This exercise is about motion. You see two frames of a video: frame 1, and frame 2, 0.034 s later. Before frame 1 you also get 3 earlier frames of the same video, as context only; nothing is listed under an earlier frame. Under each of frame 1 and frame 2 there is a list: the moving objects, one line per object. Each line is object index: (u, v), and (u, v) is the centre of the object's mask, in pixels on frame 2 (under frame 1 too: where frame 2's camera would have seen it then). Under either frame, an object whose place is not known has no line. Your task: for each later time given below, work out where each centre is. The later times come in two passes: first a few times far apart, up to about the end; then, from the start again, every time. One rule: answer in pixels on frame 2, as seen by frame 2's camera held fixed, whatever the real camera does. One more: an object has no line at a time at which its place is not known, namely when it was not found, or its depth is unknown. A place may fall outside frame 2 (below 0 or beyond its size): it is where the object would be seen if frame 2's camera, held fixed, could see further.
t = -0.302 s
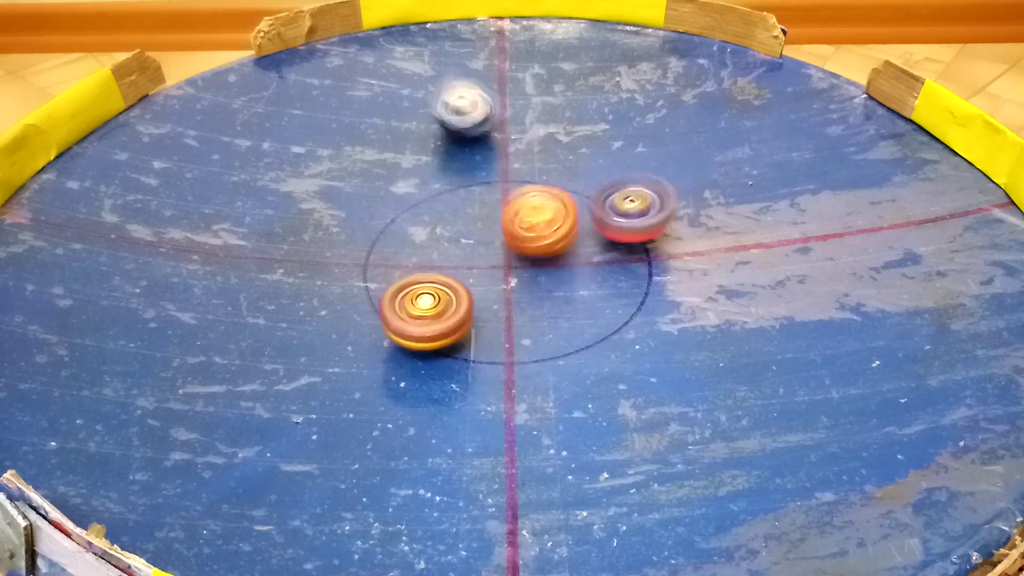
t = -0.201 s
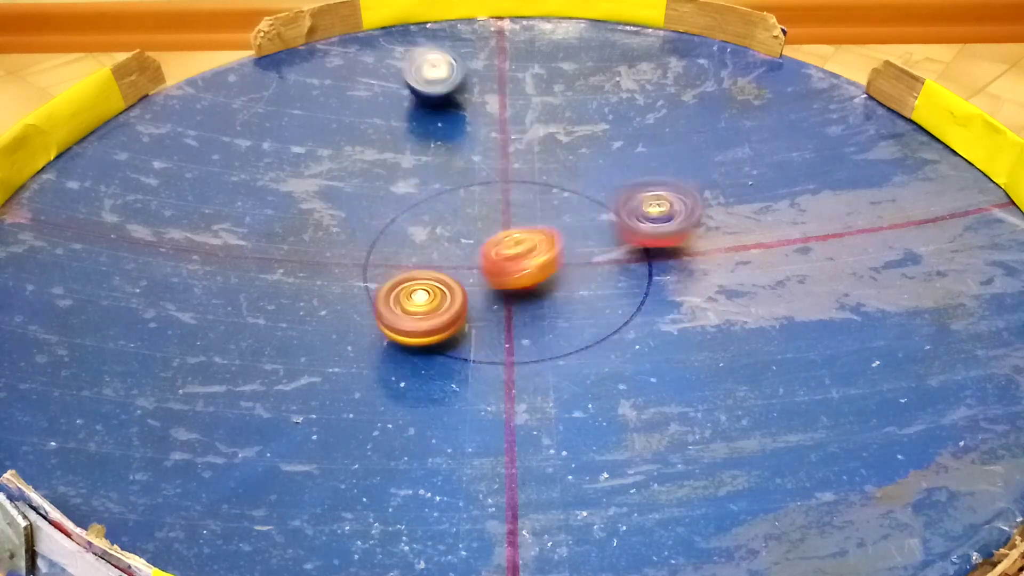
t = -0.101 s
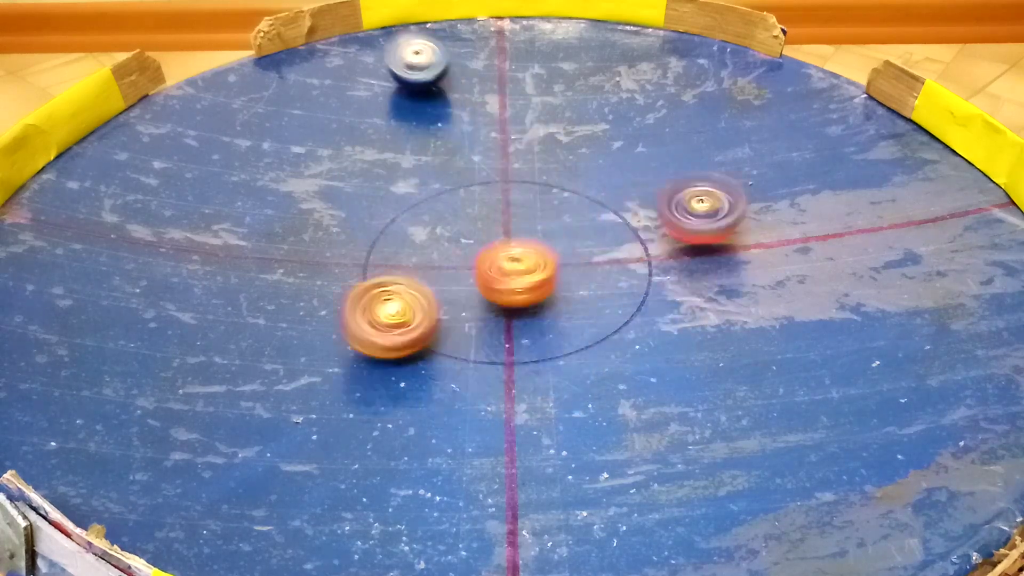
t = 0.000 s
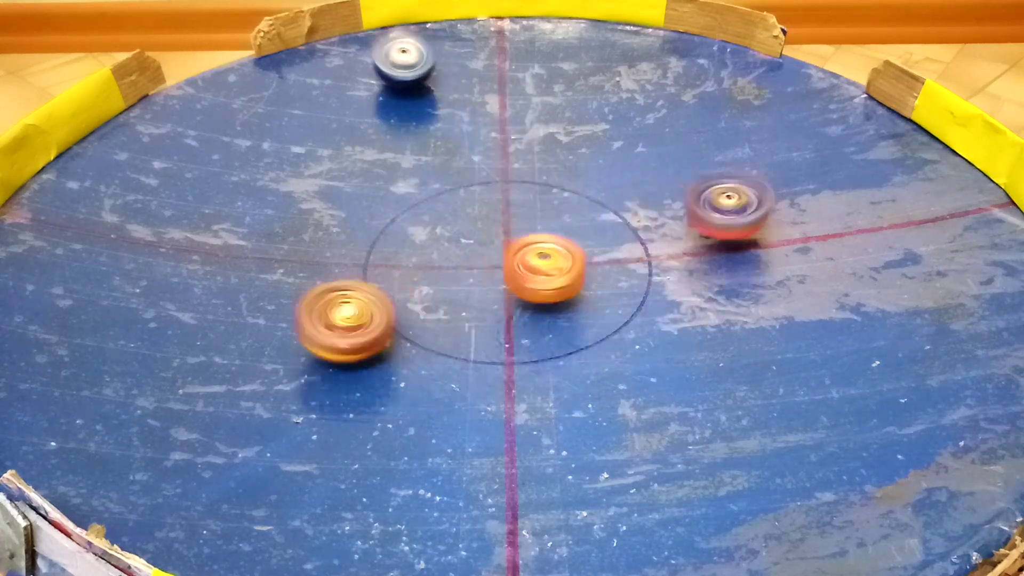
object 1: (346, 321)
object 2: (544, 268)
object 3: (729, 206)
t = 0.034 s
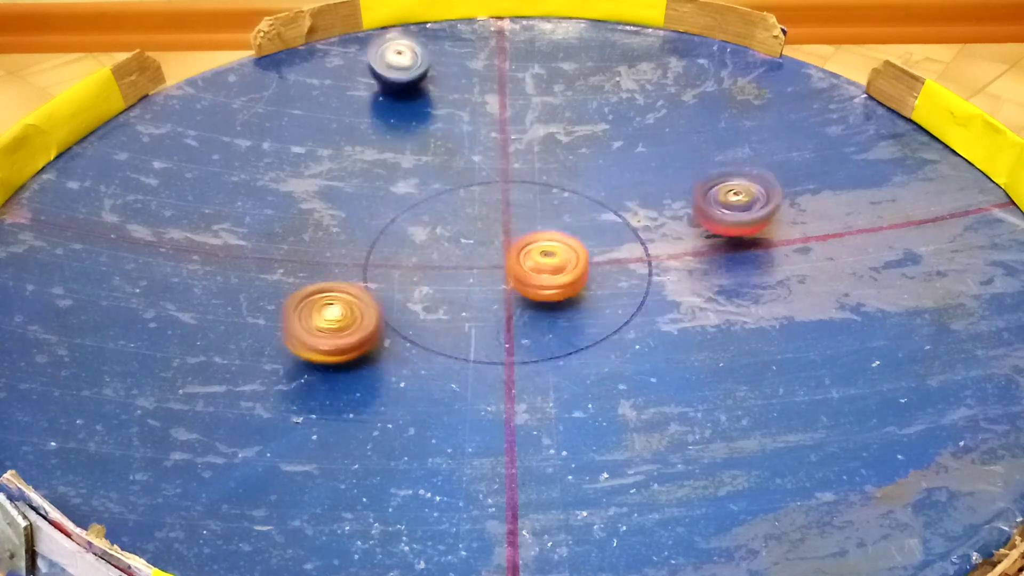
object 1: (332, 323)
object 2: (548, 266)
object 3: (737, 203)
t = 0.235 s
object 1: (277, 325)
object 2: (558, 245)
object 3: (723, 196)
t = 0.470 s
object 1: (284, 313)
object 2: (540, 221)
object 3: (663, 215)
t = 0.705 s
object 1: (338, 287)
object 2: (529, 201)
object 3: (591, 252)
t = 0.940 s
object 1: (243, 318)
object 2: (564, 155)
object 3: (591, 312)
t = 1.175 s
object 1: (230, 338)
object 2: (585, 137)
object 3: (589, 330)
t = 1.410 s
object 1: (305, 333)
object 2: (586, 154)
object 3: (550, 307)
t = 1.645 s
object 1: (384, 304)
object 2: (582, 197)
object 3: (483, 277)
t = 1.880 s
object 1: (346, 279)
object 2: (673, 204)
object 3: (418, 241)
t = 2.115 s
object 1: (281, 277)
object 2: (749, 205)
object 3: (412, 199)
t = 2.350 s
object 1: (262, 299)
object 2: (736, 224)
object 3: (453, 161)
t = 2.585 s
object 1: (318, 306)
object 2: (677, 228)
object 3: (506, 147)
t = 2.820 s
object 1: (379, 289)
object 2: (637, 202)
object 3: (564, 155)
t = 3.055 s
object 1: (403, 254)
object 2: (645, 194)
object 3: (575, 154)
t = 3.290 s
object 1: (388, 221)
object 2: (634, 190)
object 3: (556, 169)
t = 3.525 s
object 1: (357, 211)
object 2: (650, 207)
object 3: (484, 172)
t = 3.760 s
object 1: (357, 218)
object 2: (623, 199)
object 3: (437, 158)
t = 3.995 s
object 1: (395, 233)
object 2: (611, 184)
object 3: (405, 165)
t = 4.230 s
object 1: (445, 235)
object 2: (607, 172)
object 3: (394, 191)
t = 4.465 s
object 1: (481, 219)
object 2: (581, 182)
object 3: (386, 222)
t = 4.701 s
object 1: (487, 200)
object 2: (559, 182)
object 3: (411, 253)
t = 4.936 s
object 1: (468, 201)
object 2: (560, 177)
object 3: (447, 279)
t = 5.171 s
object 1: (467, 213)
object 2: (563, 191)
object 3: (470, 267)
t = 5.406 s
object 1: (479, 212)
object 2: (558, 201)
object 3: (481, 277)
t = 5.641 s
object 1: (467, 218)
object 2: (575, 214)
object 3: (475, 293)
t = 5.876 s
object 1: (462, 220)
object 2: (581, 206)
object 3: (480, 283)
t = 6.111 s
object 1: (475, 218)
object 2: (579, 190)
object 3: (492, 276)
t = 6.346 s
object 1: (471, 217)
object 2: (576, 192)
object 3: (488, 265)
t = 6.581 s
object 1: (477, 210)
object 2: (569, 193)
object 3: (456, 268)
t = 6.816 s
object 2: (569, 194)
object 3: (439, 276)
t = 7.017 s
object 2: (569, 194)
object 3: (443, 274)
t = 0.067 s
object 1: (321, 323)
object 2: (550, 264)
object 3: (740, 199)
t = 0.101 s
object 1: (307, 325)
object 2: (554, 260)
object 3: (740, 198)
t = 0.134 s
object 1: (295, 325)
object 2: (556, 256)
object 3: (739, 197)
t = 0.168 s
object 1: (288, 326)
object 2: (557, 253)
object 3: (735, 197)
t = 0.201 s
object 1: (281, 326)
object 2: (558, 249)
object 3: (730, 197)
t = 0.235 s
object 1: (277, 325)
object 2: (558, 245)
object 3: (723, 196)
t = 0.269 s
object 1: (276, 324)
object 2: (557, 242)
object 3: (715, 197)
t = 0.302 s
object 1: (274, 323)
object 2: (555, 238)
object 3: (708, 198)
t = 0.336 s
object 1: (274, 321)
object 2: (553, 234)
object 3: (699, 202)
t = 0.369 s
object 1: (277, 319)
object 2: (550, 231)
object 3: (691, 204)
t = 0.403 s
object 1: (278, 317)
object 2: (547, 227)
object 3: (681, 207)
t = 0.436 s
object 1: (280, 316)
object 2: (542, 223)
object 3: (672, 210)
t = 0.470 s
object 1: (284, 313)
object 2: (540, 221)
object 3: (663, 215)
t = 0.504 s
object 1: (287, 311)
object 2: (539, 218)
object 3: (654, 217)
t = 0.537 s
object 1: (293, 308)
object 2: (537, 217)
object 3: (644, 220)
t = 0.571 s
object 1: (299, 304)
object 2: (533, 216)
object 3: (632, 224)
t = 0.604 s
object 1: (307, 301)
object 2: (529, 214)
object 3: (618, 230)
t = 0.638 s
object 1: (318, 296)
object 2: (524, 214)
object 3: (604, 236)
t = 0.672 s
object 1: (328, 292)
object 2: (519, 212)
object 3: (594, 243)
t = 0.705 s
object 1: (338, 287)
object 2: (529, 201)
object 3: (591, 252)
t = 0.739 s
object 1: (326, 290)
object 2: (536, 190)
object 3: (590, 258)
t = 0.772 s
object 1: (302, 300)
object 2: (543, 182)
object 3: (587, 269)
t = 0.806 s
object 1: (284, 307)
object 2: (548, 176)
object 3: (585, 279)
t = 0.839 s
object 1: (273, 309)
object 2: (551, 170)
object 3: (585, 287)
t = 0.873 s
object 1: (262, 312)
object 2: (555, 165)
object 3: (587, 295)
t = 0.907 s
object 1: (251, 314)
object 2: (559, 159)
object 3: (589, 302)
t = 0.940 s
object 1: (243, 318)
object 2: (564, 155)
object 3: (591, 312)
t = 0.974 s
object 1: (235, 322)
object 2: (568, 151)
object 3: (593, 317)
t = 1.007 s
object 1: (229, 327)
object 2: (572, 147)
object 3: (593, 321)
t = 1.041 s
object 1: (224, 330)
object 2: (576, 144)
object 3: (592, 325)
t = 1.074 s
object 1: (223, 334)
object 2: (579, 141)
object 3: (592, 328)
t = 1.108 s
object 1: (223, 336)
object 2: (582, 138)
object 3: (592, 329)
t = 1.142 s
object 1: (226, 337)
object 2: (584, 137)
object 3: (590, 330)
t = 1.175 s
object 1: (230, 338)
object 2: (585, 137)
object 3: (589, 330)
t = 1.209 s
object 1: (236, 339)
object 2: (587, 137)
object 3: (587, 328)
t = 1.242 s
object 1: (244, 340)
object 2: (588, 138)
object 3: (586, 326)
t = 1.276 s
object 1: (255, 340)
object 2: (588, 140)
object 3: (580, 323)
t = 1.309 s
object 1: (266, 339)
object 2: (588, 141)
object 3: (574, 320)
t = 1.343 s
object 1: (279, 337)
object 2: (587, 145)
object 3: (568, 316)
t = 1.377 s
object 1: (292, 336)
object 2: (587, 150)
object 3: (558, 311)
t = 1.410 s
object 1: (305, 333)
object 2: (586, 154)
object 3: (550, 307)
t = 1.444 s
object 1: (318, 331)
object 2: (586, 159)
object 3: (541, 302)
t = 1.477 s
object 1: (331, 328)
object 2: (587, 165)
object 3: (529, 298)
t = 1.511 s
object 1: (344, 323)
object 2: (586, 171)
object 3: (519, 294)
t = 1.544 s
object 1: (354, 320)
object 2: (586, 179)
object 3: (509, 290)
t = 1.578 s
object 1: (365, 315)
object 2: (584, 184)
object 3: (500, 286)
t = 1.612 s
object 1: (375, 310)
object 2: (583, 191)
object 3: (492, 282)
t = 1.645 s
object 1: (384, 304)
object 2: (582, 197)
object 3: (483, 277)
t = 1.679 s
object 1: (384, 302)
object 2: (580, 203)
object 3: (479, 273)
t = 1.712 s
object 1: (378, 299)
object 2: (578, 209)
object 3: (489, 262)
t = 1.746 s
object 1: (376, 294)
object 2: (574, 216)
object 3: (498, 252)
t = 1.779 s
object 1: (373, 288)
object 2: (595, 214)
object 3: (474, 249)
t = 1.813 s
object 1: (367, 282)
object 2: (626, 210)
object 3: (448, 249)
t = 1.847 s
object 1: (354, 281)
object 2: (653, 207)
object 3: (431, 245)
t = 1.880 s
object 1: (346, 279)
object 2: (673, 204)
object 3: (418, 241)
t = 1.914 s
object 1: (337, 276)
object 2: (697, 202)
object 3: (411, 236)
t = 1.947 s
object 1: (328, 276)
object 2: (715, 200)
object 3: (406, 232)
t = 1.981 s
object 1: (318, 274)
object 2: (727, 199)
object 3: (405, 226)
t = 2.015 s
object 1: (309, 274)
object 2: (737, 201)
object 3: (405, 219)
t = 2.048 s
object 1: (299, 274)
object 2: (742, 202)
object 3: (407, 213)
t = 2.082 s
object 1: (289, 276)
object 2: (746, 204)
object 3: (409, 205)
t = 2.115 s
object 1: (281, 277)
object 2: (749, 205)
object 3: (412, 199)
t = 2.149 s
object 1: (275, 280)
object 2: (752, 207)
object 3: (415, 192)
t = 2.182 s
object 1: (269, 283)
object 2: (752, 210)
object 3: (420, 187)
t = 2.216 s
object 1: (265, 286)
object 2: (752, 212)
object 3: (426, 181)
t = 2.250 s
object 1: (262, 289)
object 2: (750, 215)
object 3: (432, 175)
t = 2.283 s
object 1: (259, 292)
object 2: (746, 217)
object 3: (439, 171)
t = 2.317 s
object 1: (260, 295)
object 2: (742, 221)
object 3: (445, 165)
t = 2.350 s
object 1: (262, 299)
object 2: (736, 224)
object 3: (453, 161)
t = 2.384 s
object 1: (267, 300)
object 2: (728, 226)
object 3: (460, 159)
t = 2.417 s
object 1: (272, 302)
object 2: (720, 229)
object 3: (468, 155)
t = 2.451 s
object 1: (280, 304)
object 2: (713, 230)
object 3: (475, 152)
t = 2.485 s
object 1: (289, 305)
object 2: (703, 231)
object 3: (483, 150)
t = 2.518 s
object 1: (298, 306)
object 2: (696, 231)
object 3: (490, 149)
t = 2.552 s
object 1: (308, 306)
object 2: (687, 229)
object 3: (498, 148)
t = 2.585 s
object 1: (318, 306)
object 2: (677, 228)
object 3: (506, 147)
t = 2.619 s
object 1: (328, 305)
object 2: (669, 226)
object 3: (514, 147)
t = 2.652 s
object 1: (337, 304)
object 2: (662, 224)
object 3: (523, 148)
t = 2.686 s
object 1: (347, 301)
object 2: (655, 219)
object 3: (532, 149)
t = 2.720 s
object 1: (356, 298)
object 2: (647, 216)
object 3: (541, 151)
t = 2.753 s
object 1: (365, 295)
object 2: (642, 211)
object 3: (550, 151)
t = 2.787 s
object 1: (372, 292)
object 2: (639, 207)
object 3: (557, 153)
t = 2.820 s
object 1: (379, 289)
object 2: (637, 202)
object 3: (564, 155)
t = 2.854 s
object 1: (386, 284)
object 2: (634, 198)
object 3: (570, 156)
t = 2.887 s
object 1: (391, 280)
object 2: (635, 197)
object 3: (574, 157)
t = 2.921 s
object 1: (395, 274)
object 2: (637, 197)
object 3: (576, 155)
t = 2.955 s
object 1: (398, 270)
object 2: (638, 197)
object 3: (577, 154)
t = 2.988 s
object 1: (401, 264)
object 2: (638, 195)
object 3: (576, 154)
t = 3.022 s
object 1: (402, 259)
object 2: (640, 194)
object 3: (576, 154)
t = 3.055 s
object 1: (403, 254)
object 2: (645, 194)
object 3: (575, 154)
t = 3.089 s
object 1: (402, 249)
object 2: (651, 194)
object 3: (574, 155)
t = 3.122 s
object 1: (403, 244)
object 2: (656, 196)
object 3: (570, 156)
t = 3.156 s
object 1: (402, 239)
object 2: (659, 197)
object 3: (569, 157)
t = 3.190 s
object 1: (400, 234)
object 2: (660, 198)
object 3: (566, 160)
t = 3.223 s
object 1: (396, 229)
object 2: (651, 194)
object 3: (563, 162)
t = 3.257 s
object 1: (392, 225)
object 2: (642, 192)
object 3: (561, 165)
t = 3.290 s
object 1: (388, 221)
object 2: (634, 190)
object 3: (556, 169)
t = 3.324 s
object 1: (382, 217)
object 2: (635, 190)
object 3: (547, 176)
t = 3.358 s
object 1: (377, 215)
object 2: (641, 194)
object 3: (534, 174)
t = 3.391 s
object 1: (372, 212)
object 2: (650, 197)
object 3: (520, 174)
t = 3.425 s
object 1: (367, 211)
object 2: (652, 201)
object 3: (507, 175)
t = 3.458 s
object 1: (363, 210)
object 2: (653, 204)
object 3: (498, 174)
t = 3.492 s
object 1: (360, 210)
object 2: (652, 205)
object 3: (491, 173)
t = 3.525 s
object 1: (357, 211)
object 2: (650, 207)
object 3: (484, 172)
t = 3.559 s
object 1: (355, 211)
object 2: (650, 207)
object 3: (479, 172)
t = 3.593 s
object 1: (353, 212)
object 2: (648, 207)
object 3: (471, 170)
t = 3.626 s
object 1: (353, 212)
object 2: (644, 205)
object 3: (464, 167)
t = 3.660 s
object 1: (353, 214)
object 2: (640, 204)
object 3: (457, 165)
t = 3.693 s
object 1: (354, 215)
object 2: (633, 202)
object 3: (450, 162)
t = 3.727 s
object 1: (356, 215)
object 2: (626, 201)
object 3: (444, 160)
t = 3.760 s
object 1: (357, 218)
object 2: (623, 199)
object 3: (437, 158)
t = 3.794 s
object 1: (362, 221)
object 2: (619, 197)
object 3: (430, 157)
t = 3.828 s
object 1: (366, 222)
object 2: (619, 196)
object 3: (425, 155)
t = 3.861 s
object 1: (371, 225)
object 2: (619, 193)
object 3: (418, 156)
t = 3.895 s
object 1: (376, 227)
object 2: (616, 192)
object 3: (414, 158)
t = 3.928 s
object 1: (381, 229)
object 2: (613, 189)
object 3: (410, 160)
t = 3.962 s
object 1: (388, 231)
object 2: (612, 186)
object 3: (406, 162)
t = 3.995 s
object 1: (395, 233)
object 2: (611, 184)
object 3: (405, 165)
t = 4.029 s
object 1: (403, 234)
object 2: (612, 179)
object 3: (401, 168)
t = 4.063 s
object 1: (409, 234)
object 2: (613, 176)
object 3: (398, 170)
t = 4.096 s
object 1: (415, 235)
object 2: (614, 175)
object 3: (397, 174)
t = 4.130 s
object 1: (423, 236)
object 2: (612, 174)
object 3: (395, 179)
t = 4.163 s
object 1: (430, 236)
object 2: (611, 172)
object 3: (395, 184)
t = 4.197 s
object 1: (437, 235)
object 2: (609, 171)
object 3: (394, 189)
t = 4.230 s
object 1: (445, 235)
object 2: (607, 172)
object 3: (394, 191)
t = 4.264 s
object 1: (452, 234)
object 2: (604, 173)
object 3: (393, 196)
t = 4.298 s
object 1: (458, 233)
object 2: (600, 174)
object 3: (389, 200)
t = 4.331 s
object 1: (464, 231)
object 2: (597, 176)
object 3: (386, 204)
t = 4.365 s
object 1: (470, 228)
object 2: (594, 177)
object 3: (384, 207)
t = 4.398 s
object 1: (475, 225)
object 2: (591, 179)
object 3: (383, 213)
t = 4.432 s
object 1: (478, 222)
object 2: (588, 180)
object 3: (384, 218)
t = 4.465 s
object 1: (481, 219)
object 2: (581, 182)
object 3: (386, 222)
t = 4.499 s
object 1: (485, 216)
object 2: (576, 184)
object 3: (388, 227)
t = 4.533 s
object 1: (487, 212)
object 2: (572, 185)
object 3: (392, 232)
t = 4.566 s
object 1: (488, 209)
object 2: (568, 186)
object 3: (395, 237)
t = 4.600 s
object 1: (489, 206)
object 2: (566, 186)
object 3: (399, 241)
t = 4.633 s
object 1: (490, 203)
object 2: (563, 185)
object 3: (402, 245)
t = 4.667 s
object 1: (489, 202)
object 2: (562, 184)
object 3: (407, 249)
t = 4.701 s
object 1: (487, 200)
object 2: (559, 182)
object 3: (411, 253)
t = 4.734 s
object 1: (484, 200)
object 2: (558, 181)
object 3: (415, 257)
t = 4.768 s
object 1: (483, 200)
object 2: (559, 181)
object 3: (419, 260)
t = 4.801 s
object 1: (482, 198)
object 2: (558, 180)
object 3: (425, 264)
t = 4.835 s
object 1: (475, 198)
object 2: (556, 179)
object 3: (430, 270)
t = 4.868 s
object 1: (471, 200)
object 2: (556, 178)
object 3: (436, 273)
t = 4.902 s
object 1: (471, 201)
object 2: (557, 178)
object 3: (441, 276)
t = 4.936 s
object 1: (468, 201)
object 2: (560, 177)
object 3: (447, 279)
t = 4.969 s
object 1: (465, 204)
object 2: (564, 179)
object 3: (453, 280)
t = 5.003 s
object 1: (464, 207)
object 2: (566, 181)
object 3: (457, 279)
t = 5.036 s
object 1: (465, 209)
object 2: (566, 184)
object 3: (459, 278)
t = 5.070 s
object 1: (466, 212)
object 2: (566, 186)
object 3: (462, 276)
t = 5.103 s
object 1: (466, 213)
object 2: (565, 187)
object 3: (466, 272)
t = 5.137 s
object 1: (465, 214)
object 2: (564, 190)
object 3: (468, 269)
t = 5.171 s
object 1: (467, 213)
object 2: (563, 191)
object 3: (470, 267)
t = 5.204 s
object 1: (469, 212)
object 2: (560, 194)
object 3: (470, 267)
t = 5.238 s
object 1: (473, 212)
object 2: (558, 196)
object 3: (468, 268)
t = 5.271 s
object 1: (478, 211)
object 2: (553, 198)
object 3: (468, 265)
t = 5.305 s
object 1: (479, 211)
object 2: (555, 198)
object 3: (471, 265)
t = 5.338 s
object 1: (478, 211)
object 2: (558, 196)
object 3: (476, 269)
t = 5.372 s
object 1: (479, 211)
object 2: (559, 199)
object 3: (480, 273)
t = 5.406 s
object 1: (479, 212)
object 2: (558, 201)
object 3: (481, 277)
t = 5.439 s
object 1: (472, 213)
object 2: (563, 201)
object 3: (482, 281)
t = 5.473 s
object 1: (468, 215)
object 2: (566, 204)
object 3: (483, 283)
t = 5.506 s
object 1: (466, 217)
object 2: (567, 208)
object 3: (486, 287)
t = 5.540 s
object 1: (467, 219)
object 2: (570, 209)
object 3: (485, 290)
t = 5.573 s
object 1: (468, 219)
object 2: (573, 212)
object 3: (479, 291)
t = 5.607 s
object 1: (467, 218)
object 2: (573, 215)
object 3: (474, 291)
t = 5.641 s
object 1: (467, 218)
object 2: (575, 214)
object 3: (475, 293)
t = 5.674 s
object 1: (467, 217)
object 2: (575, 213)
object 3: (478, 293)
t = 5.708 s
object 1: (465, 217)
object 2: (574, 214)
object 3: (480, 292)
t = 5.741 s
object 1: (464, 217)
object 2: (576, 213)
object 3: (483, 291)
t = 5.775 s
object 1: (463, 218)
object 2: (580, 212)
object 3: (483, 289)
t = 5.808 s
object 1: (462, 219)
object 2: (582, 209)
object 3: (483, 287)
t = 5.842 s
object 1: (462, 219)
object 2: (583, 208)
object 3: (484, 285)
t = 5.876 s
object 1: (462, 220)
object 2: (581, 206)
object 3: (480, 283)
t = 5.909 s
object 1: (463, 219)
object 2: (578, 204)
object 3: (478, 281)
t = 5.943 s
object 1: (464, 218)
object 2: (574, 202)
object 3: (476, 279)
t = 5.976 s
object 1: (462, 218)
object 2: (573, 197)
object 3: (477, 277)
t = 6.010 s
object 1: (464, 220)
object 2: (573, 194)
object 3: (482, 277)
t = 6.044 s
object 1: (467, 221)
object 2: (575, 194)
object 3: (488, 275)
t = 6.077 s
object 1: (470, 221)
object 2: (577, 193)
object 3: (492, 277)
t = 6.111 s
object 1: (475, 218)
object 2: (579, 190)
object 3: (492, 276)
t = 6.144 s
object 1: (478, 217)
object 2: (581, 190)
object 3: (493, 276)
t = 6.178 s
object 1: (480, 217)
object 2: (580, 188)
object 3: (494, 274)
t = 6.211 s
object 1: (482, 217)
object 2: (580, 186)
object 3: (495, 273)
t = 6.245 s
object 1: (479, 216)
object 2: (581, 188)
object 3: (493, 271)
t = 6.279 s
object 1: (476, 215)
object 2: (579, 189)
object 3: (492, 269)
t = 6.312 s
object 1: (474, 217)
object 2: (578, 189)
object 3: (489, 268)
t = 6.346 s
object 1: (471, 217)
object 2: (576, 192)
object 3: (488, 265)
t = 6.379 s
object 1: (467, 217)
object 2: (572, 193)
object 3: (490, 265)
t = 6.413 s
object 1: (462, 218)
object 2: (569, 194)
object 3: (490, 263)
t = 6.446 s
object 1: (460, 218)
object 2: (569, 194)
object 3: (484, 261)
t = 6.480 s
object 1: (461, 216)
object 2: (569, 193)
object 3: (479, 260)
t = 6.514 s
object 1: (465, 212)
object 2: (569, 193)
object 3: (470, 264)
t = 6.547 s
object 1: (471, 210)
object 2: (570, 192)
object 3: (465, 267)
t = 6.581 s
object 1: (477, 210)
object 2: (569, 193)
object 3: (456, 268)
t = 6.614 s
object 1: (483, 211)
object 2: (569, 194)
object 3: (450, 271)
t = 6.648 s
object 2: (569, 194)
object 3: (446, 272)
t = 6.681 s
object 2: (569, 194)
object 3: (443, 273)
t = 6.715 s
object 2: (569, 194)
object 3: (441, 273)
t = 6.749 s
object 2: (569, 194)
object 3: (440, 274)
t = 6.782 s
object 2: (569, 194)
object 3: (440, 275)
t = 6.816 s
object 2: (569, 194)
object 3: (439, 276)
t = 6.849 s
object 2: (569, 194)
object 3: (438, 276)
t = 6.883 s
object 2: (569, 194)
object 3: (439, 276)
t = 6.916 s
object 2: (569, 194)
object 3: (439, 275)
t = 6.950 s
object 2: (569, 194)
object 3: (441, 275)
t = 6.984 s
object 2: (569, 194)
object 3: (442, 274)
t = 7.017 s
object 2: (569, 194)
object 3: (443, 274)
